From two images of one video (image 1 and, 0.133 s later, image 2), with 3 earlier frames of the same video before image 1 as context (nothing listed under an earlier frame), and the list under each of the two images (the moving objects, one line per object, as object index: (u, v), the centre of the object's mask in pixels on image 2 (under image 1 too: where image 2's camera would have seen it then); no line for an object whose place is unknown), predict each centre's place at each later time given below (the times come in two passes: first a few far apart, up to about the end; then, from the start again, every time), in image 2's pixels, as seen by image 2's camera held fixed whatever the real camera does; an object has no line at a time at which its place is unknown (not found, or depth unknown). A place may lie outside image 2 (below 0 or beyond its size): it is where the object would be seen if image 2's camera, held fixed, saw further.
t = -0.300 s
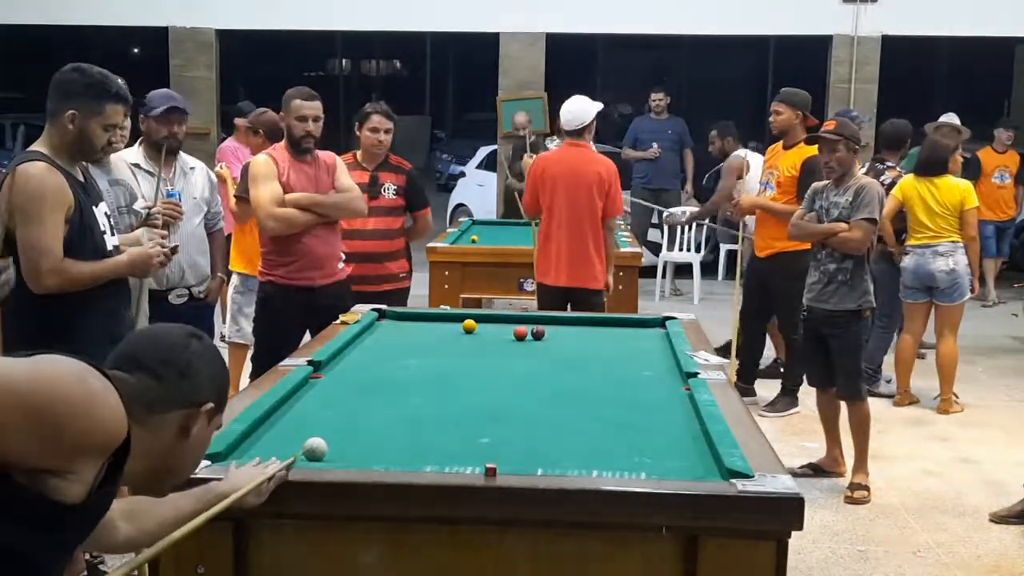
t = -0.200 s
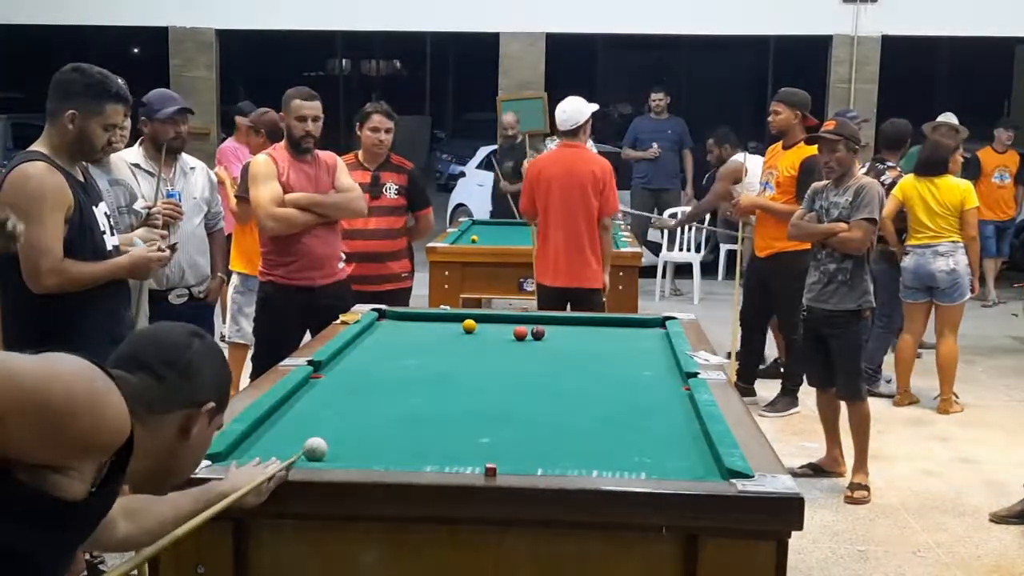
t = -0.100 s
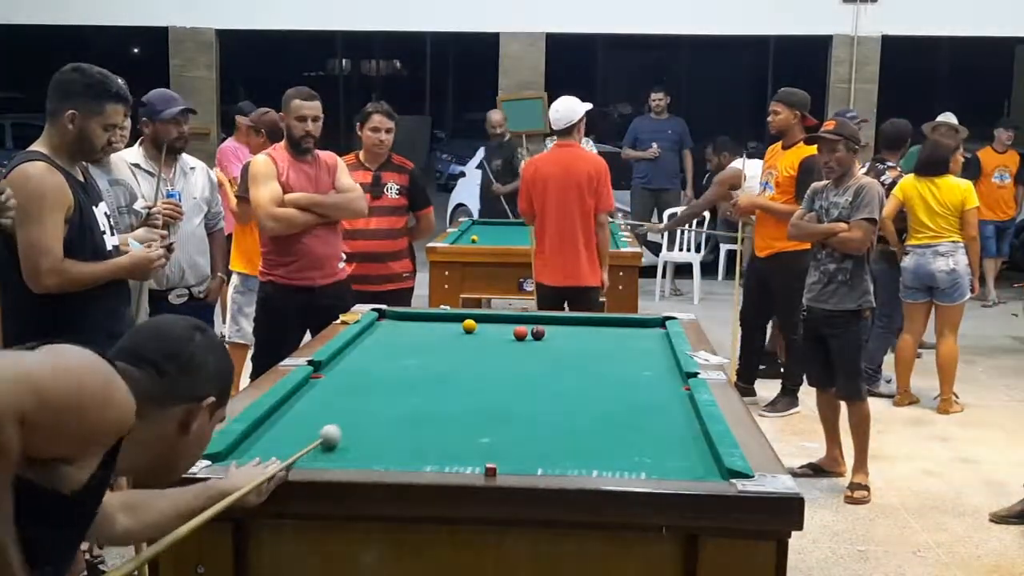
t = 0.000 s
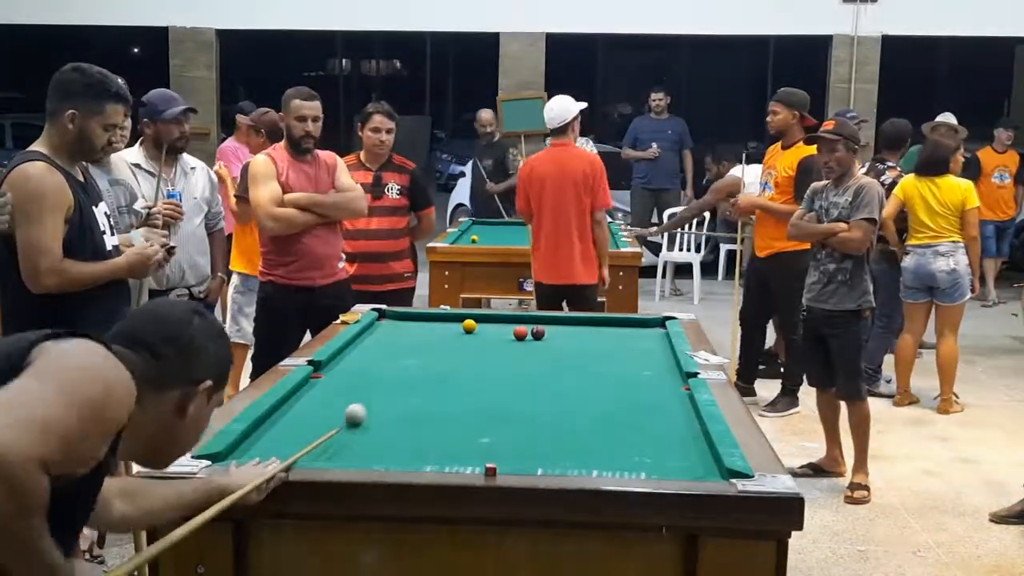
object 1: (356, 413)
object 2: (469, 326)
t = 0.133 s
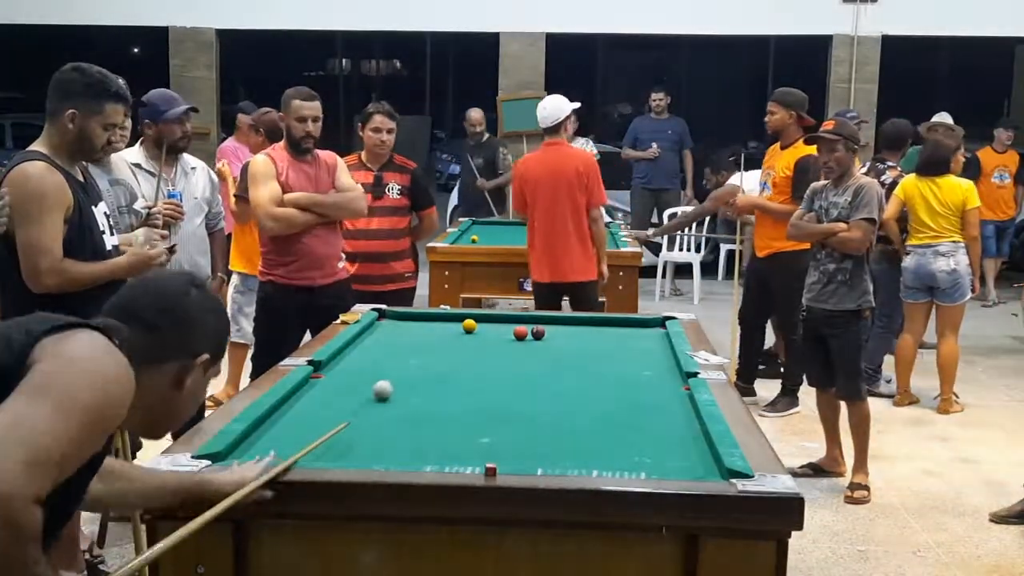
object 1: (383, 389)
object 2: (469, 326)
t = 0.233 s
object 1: (400, 375)
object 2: (469, 326)
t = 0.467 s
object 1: (434, 345)
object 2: (469, 325)
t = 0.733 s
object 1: (446, 321)
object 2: (487, 324)
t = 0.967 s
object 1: (417, 323)
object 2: (530, 321)
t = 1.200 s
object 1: (383, 334)
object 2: (562, 321)
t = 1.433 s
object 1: (355, 346)
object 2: (585, 324)
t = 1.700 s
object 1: (357, 359)
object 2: (612, 328)
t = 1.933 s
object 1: (358, 371)
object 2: (635, 331)
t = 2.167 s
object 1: (359, 385)
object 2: (657, 334)
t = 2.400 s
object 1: (360, 398)
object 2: (653, 336)
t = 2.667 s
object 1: (362, 416)
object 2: (640, 337)
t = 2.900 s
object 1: (363, 432)
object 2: (632, 339)
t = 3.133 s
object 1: (364, 448)
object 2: (626, 339)
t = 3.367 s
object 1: (365, 458)
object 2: (620, 340)
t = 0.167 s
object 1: (389, 385)
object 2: (469, 326)
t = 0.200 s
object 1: (395, 380)
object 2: (469, 326)
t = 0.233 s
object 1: (400, 375)
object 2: (469, 326)
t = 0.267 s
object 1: (406, 370)
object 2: (469, 326)
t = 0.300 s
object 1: (411, 366)
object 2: (469, 326)
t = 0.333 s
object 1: (416, 362)
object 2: (469, 326)
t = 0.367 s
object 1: (421, 357)
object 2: (469, 326)
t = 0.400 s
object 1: (426, 353)
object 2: (469, 325)
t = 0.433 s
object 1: (431, 349)
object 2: (469, 325)
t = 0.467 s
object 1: (434, 345)
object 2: (469, 325)
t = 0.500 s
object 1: (438, 341)
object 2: (469, 325)
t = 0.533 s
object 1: (442, 338)
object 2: (469, 326)
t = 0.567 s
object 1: (446, 335)
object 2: (469, 326)
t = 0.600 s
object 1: (449, 332)
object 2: (469, 326)
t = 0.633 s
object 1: (453, 329)
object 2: (469, 326)
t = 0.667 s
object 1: (454, 326)
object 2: (471, 325)
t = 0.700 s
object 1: (449, 323)
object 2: (480, 325)
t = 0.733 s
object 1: (446, 321)
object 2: (487, 324)
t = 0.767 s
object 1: (443, 318)
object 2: (494, 324)
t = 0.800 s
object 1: (440, 316)
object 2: (499, 323)
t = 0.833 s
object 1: (436, 316)
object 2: (506, 323)
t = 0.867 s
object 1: (431, 319)
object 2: (512, 322)
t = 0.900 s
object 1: (427, 320)
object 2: (517, 321)
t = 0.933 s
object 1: (422, 322)
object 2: (523, 320)
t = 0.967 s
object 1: (417, 323)
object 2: (530, 321)
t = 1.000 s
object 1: (413, 325)
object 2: (535, 320)
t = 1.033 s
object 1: (408, 326)
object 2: (541, 320)
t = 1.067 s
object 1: (403, 328)
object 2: (546, 320)
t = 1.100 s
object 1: (398, 329)
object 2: (551, 320)
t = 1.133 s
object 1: (393, 331)
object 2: (554, 320)
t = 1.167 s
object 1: (388, 332)
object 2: (558, 320)
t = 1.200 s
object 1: (383, 334)
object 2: (562, 321)
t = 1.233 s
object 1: (378, 335)
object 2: (565, 321)
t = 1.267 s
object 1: (373, 337)
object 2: (568, 322)
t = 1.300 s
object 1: (367, 339)
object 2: (572, 322)
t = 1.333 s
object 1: (362, 341)
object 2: (575, 323)
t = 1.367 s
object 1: (356, 342)
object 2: (579, 323)
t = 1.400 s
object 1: (354, 344)
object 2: (582, 324)
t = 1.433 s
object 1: (355, 346)
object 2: (585, 324)
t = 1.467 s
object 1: (355, 347)
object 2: (589, 325)
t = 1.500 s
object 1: (355, 349)
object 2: (593, 325)
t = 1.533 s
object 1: (356, 351)
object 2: (596, 325)
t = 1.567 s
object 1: (356, 352)
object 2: (599, 326)
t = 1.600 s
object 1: (356, 354)
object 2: (602, 326)
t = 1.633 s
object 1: (356, 355)
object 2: (606, 327)
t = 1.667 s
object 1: (357, 357)
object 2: (609, 327)
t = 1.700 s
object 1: (357, 359)
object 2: (612, 328)
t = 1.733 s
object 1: (357, 361)
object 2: (615, 328)
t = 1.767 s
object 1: (357, 362)
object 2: (619, 329)
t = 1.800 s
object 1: (358, 364)
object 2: (622, 329)
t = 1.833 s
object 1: (358, 366)
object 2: (625, 330)
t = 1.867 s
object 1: (358, 368)
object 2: (629, 330)
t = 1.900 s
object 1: (358, 370)
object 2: (632, 331)
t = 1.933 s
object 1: (358, 371)
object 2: (635, 331)
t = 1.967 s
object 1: (358, 373)
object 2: (638, 331)
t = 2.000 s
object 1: (358, 375)
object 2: (641, 332)
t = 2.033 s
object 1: (359, 377)
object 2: (645, 332)
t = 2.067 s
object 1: (359, 379)
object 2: (647, 333)
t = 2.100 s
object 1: (359, 381)
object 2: (650, 333)
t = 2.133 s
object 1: (359, 383)
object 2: (653, 334)
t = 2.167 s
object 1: (359, 385)
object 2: (657, 334)
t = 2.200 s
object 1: (360, 387)
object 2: (659, 334)
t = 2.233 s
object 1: (360, 388)
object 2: (660, 334)
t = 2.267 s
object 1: (360, 390)
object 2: (659, 335)
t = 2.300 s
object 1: (360, 392)
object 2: (657, 335)
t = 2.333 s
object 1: (360, 394)
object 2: (656, 335)
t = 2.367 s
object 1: (360, 396)
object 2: (654, 335)
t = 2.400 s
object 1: (360, 398)
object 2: (653, 336)
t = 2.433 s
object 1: (361, 400)
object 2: (651, 336)
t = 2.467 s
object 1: (361, 403)
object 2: (650, 336)
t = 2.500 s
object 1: (361, 405)
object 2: (648, 336)
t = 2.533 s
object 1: (362, 407)
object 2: (646, 336)
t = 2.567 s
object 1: (362, 410)
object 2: (645, 336)
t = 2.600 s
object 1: (362, 412)
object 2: (643, 337)
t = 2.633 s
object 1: (362, 413)
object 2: (642, 337)
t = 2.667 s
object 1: (362, 416)
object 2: (640, 337)
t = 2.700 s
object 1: (362, 418)
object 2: (639, 338)
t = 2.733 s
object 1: (362, 420)
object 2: (638, 338)
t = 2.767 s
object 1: (363, 422)
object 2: (637, 338)
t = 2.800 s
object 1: (363, 425)
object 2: (635, 338)
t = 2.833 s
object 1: (363, 427)
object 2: (634, 338)
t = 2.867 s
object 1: (363, 429)
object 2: (633, 338)
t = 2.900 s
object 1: (363, 432)
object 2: (632, 339)
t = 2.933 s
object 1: (364, 434)
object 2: (631, 339)
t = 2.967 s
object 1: (363, 436)
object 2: (630, 339)
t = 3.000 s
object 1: (363, 439)
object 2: (629, 339)
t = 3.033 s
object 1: (364, 441)
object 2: (628, 339)
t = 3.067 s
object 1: (364, 444)
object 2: (627, 339)
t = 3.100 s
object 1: (364, 446)
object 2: (627, 339)
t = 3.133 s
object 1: (364, 448)
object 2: (626, 339)
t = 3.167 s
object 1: (364, 450)
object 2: (625, 340)
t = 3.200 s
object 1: (364, 451)
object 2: (624, 340)
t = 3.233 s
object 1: (365, 453)
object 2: (623, 340)
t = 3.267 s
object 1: (366, 454)
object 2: (623, 340)
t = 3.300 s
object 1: (365, 455)
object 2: (622, 340)
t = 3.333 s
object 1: (364, 456)
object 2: (622, 340)
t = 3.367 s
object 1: (365, 458)
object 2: (620, 340)
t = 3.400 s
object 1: (368, 457)
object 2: (621, 340)
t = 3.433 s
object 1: (371, 456)
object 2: (620, 340)
